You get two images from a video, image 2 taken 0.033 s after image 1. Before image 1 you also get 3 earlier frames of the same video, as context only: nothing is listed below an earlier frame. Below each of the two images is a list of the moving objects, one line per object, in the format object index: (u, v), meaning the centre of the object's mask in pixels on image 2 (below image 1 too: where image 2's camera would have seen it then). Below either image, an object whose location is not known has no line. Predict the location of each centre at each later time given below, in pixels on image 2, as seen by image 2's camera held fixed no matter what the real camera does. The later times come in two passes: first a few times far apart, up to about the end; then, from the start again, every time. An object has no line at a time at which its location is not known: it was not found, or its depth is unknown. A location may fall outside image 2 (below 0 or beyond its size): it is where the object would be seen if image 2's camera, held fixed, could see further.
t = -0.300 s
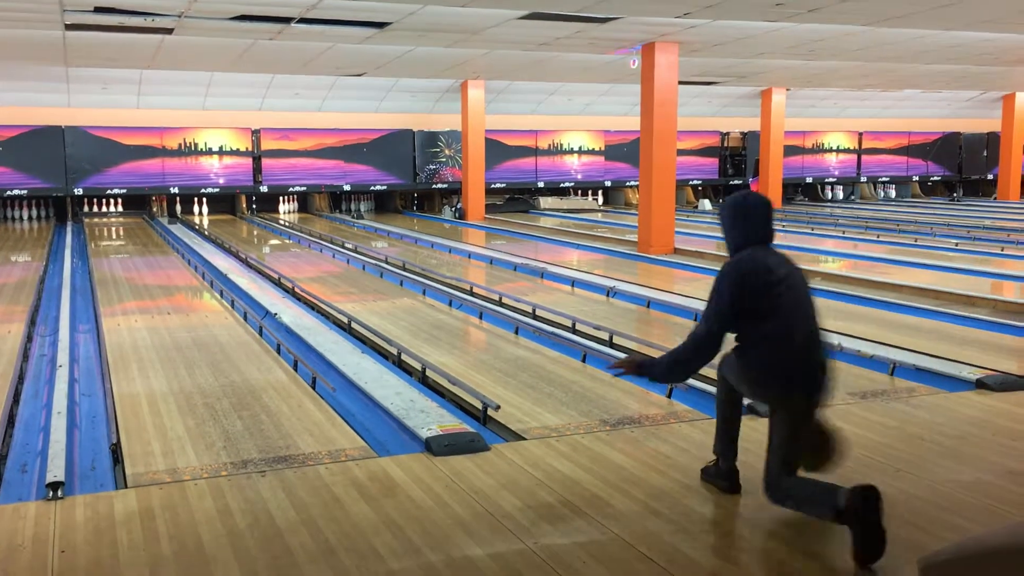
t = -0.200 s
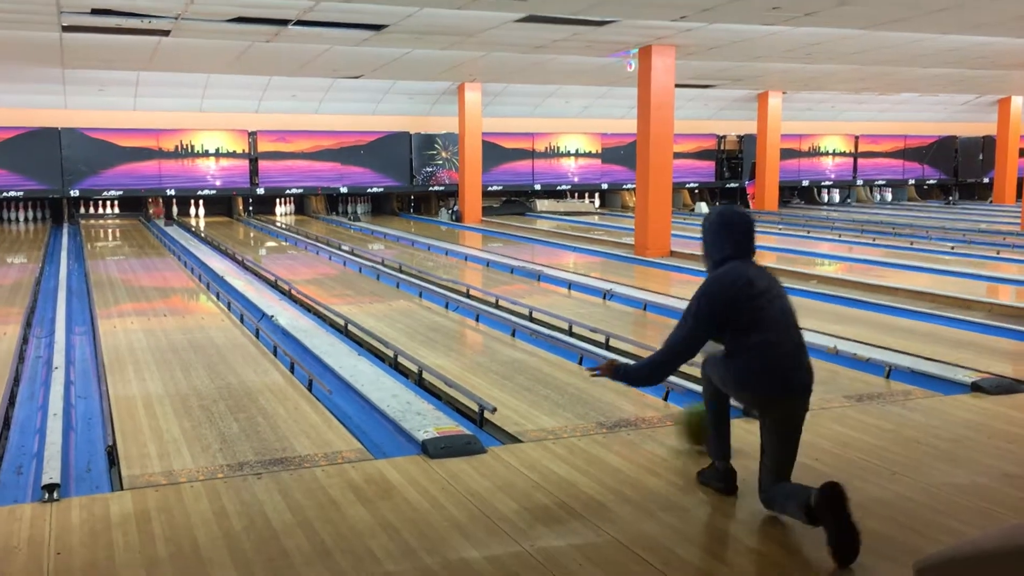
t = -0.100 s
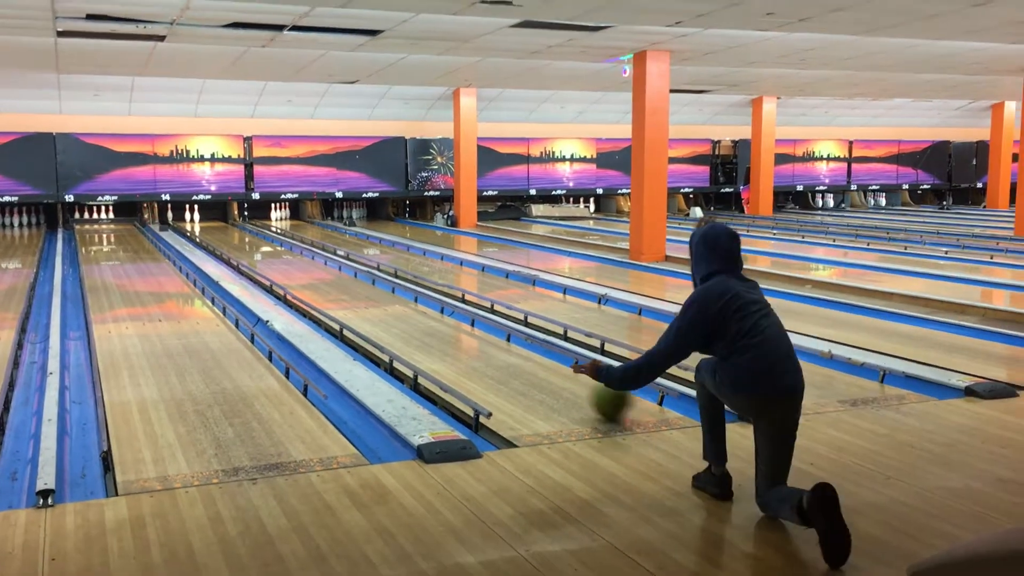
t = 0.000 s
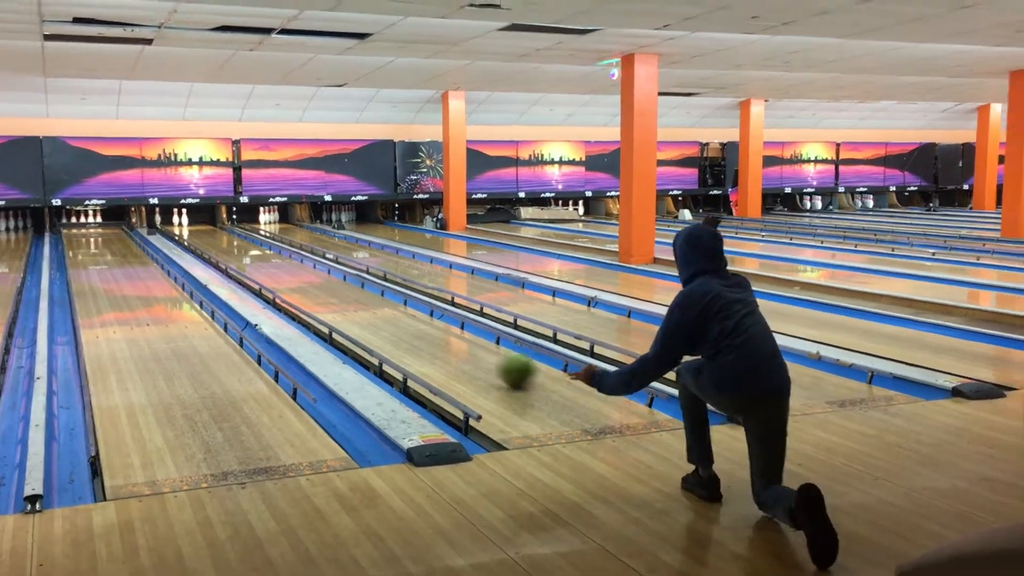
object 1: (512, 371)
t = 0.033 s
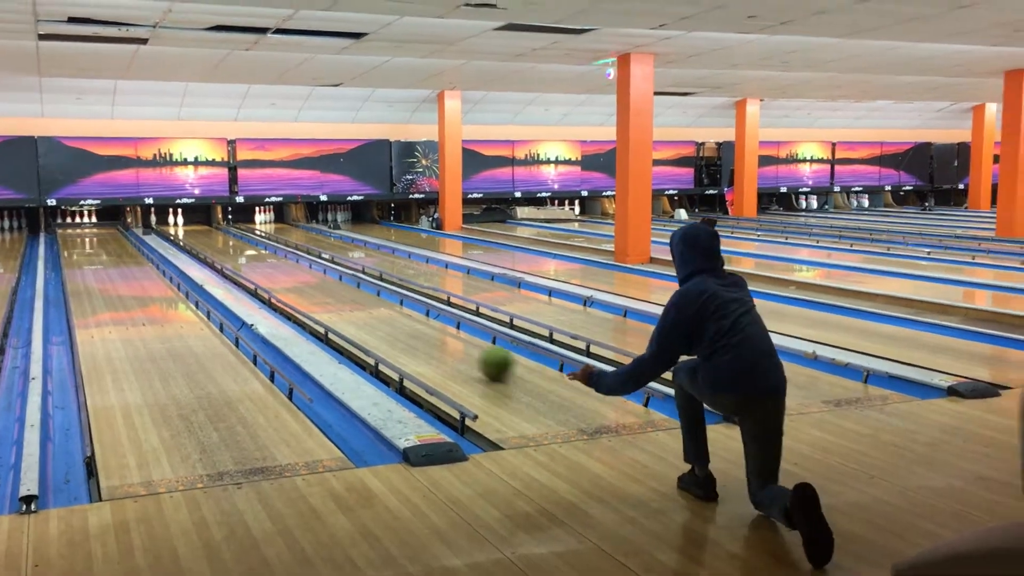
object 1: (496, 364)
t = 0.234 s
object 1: (413, 333)
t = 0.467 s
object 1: (349, 309)
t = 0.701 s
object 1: (304, 291)
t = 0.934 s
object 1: (271, 278)
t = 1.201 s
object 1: (243, 266)
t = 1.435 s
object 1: (225, 257)
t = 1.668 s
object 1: (215, 250)
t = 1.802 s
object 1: (211, 247)
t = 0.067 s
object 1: (479, 357)
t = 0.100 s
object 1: (465, 352)
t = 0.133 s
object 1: (451, 347)
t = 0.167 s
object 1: (437, 343)
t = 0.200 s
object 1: (425, 338)
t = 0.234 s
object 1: (413, 333)
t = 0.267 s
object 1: (403, 328)
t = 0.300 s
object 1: (393, 324)
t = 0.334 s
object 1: (384, 321)
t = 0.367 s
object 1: (374, 318)
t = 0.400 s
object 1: (365, 316)
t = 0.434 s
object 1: (357, 312)
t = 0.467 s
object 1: (349, 309)
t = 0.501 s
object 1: (342, 306)
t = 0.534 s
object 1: (334, 303)
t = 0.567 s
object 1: (328, 301)
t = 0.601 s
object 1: (321, 297)
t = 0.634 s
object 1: (315, 295)
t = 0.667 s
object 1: (309, 293)
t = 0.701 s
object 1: (304, 291)
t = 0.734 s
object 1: (298, 289)
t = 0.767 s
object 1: (293, 287)
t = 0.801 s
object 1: (288, 285)
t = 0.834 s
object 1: (284, 283)
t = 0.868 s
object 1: (279, 282)
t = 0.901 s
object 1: (275, 281)
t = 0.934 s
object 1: (271, 278)
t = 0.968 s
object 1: (267, 277)
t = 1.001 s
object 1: (263, 275)
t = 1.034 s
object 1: (259, 274)
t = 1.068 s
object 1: (255, 272)
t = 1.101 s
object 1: (252, 271)
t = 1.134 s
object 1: (248, 269)
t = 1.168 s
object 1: (245, 268)
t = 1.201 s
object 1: (243, 266)
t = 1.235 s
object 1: (240, 265)
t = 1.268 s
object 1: (237, 264)
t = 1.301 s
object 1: (234, 263)
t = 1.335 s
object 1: (231, 262)
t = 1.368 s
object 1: (228, 260)
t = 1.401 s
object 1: (227, 259)
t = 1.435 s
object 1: (225, 257)
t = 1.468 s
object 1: (224, 256)
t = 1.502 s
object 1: (222, 255)
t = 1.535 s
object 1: (221, 255)
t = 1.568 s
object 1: (219, 254)
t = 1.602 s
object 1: (218, 252)
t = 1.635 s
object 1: (216, 251)
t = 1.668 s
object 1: (215, 250)
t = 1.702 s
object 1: (214, 250)
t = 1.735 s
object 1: (213, 249)
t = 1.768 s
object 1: (212, 248)
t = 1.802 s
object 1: (211, 247)
